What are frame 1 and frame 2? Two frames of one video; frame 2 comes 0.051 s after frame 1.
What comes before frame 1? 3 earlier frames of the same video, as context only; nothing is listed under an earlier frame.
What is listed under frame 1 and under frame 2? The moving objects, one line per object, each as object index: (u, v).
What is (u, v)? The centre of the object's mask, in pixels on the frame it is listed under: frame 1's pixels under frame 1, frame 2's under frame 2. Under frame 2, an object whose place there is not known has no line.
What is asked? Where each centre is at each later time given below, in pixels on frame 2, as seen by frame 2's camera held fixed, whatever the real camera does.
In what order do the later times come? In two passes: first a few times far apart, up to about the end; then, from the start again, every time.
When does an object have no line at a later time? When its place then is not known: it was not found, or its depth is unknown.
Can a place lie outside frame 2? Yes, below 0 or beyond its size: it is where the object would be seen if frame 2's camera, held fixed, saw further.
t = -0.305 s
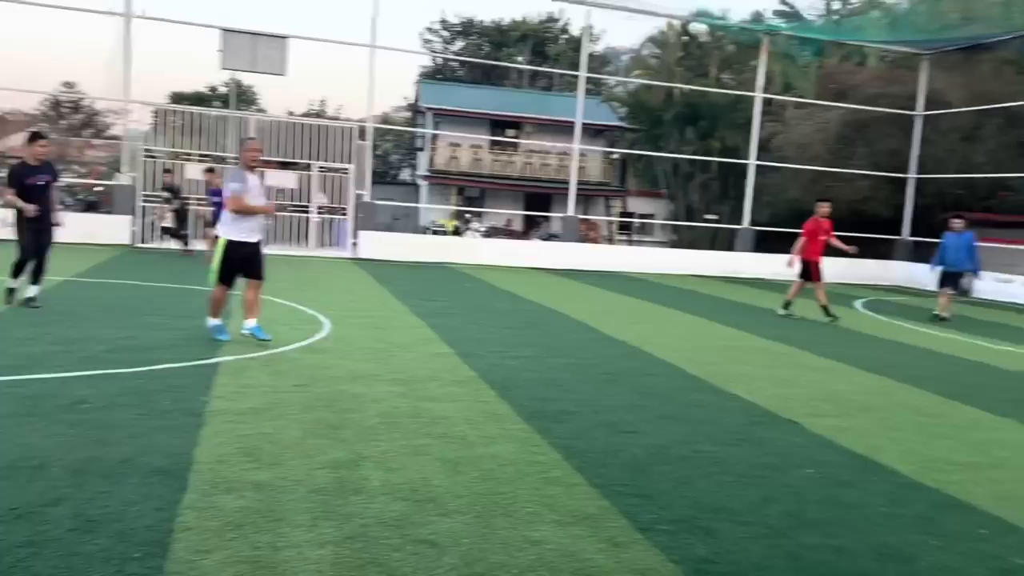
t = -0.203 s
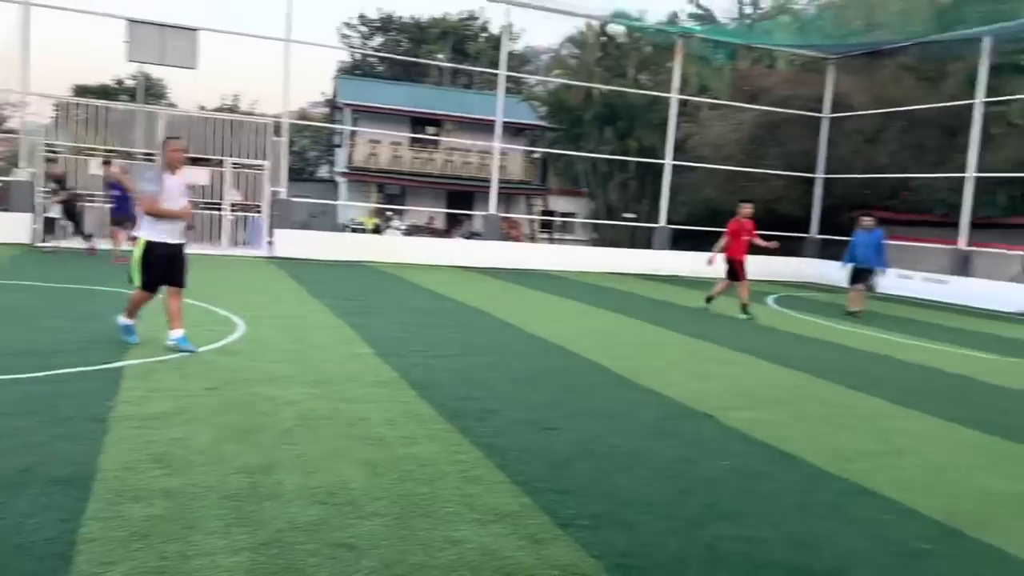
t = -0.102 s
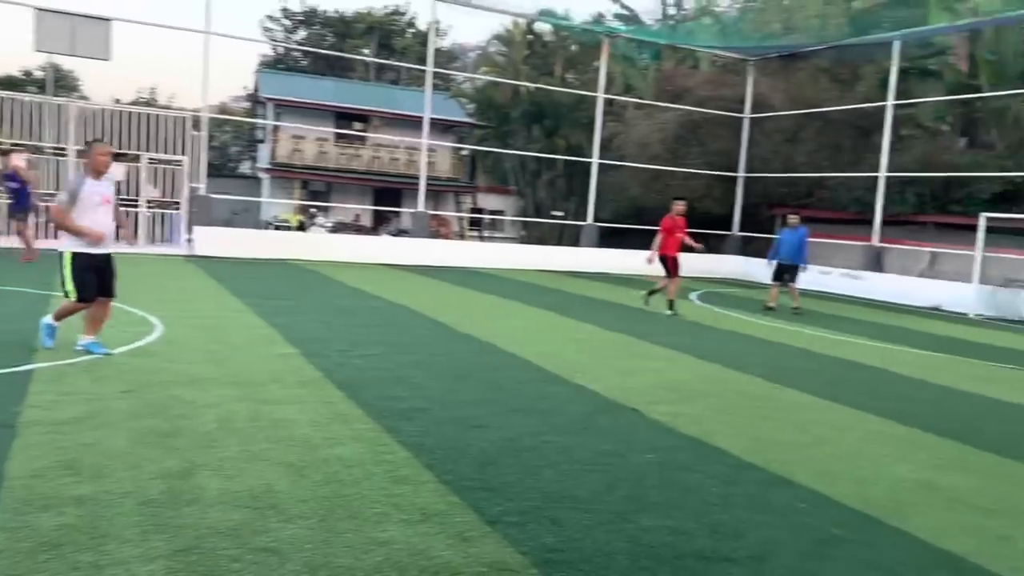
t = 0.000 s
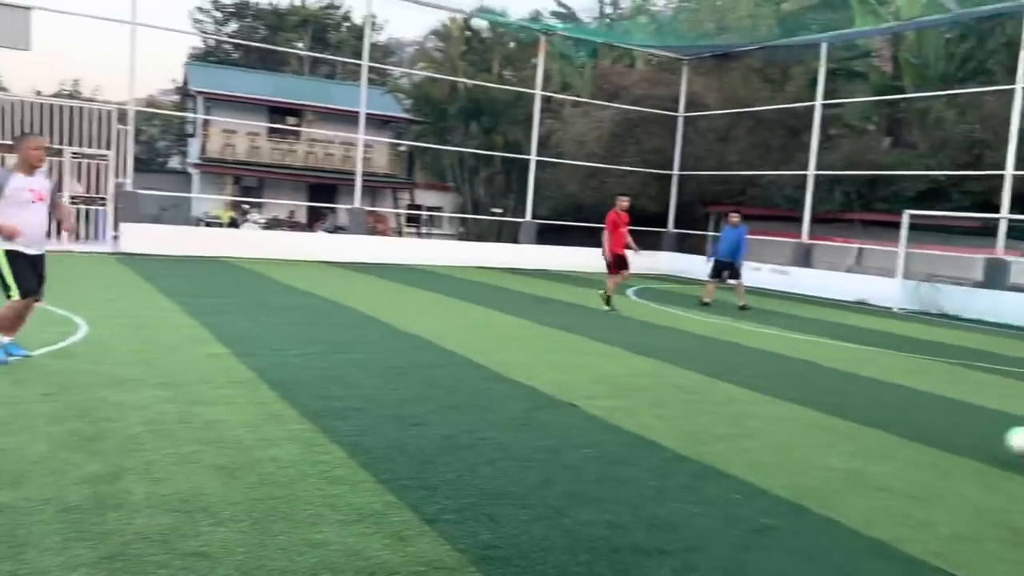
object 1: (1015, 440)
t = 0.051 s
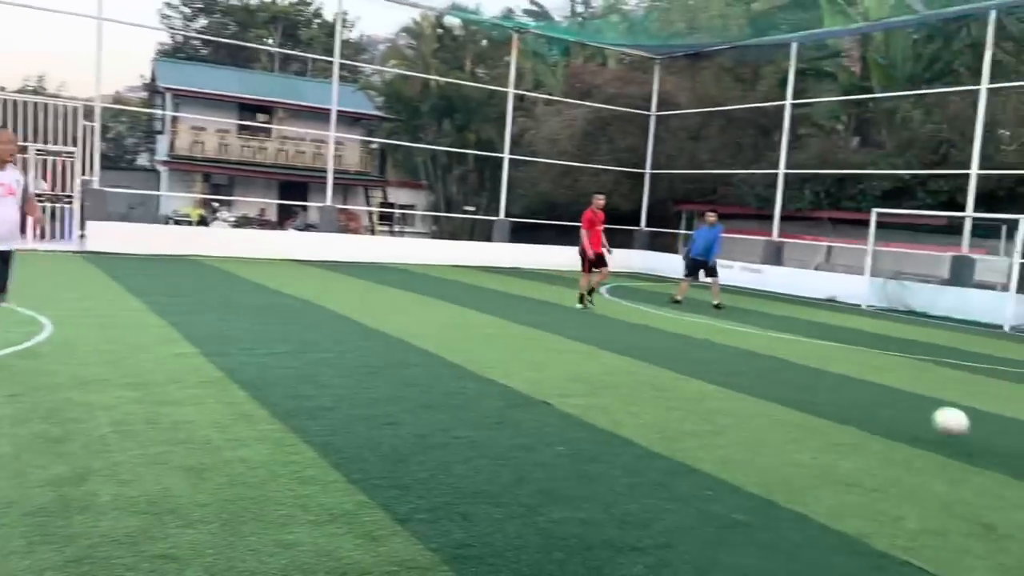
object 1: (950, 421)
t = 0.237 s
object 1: (839, 391)
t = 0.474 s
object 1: (760, 366)
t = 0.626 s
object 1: (722, 352)
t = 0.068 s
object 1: (938, 417)
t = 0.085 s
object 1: (926, 414)
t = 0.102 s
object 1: (914, 411)
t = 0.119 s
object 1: (903, 409)
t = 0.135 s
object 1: (892, 407)
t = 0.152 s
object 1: (881, 406)
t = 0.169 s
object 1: (871, 405)
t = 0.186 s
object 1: (863, 401)
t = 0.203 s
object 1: (854, 397)
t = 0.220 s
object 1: (847, 395)
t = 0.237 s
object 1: (839, 391)
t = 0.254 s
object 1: (832, 389)
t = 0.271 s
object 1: (824, 387)
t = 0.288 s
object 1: (817, 386)
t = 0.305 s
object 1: (811, 384)
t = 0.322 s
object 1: (806, 381)
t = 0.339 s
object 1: (800, 379)
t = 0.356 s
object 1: (795, 376)
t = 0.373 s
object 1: (790, 373)
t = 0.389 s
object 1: (785, 371)
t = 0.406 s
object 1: (780, 369)
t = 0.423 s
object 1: (775, 368)
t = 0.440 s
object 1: (769, 366)
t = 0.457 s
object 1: (765, 367)
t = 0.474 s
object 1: (760, 366)
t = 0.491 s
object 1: (756, 363)
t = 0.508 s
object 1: (751, 361)
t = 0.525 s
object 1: (747, 359)
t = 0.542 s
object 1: (742, 357)
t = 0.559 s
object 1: (738, 355)
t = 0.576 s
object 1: (734, 354)
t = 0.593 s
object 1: (730, 353)
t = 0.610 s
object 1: (726, 353)
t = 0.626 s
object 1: (722, 352)
